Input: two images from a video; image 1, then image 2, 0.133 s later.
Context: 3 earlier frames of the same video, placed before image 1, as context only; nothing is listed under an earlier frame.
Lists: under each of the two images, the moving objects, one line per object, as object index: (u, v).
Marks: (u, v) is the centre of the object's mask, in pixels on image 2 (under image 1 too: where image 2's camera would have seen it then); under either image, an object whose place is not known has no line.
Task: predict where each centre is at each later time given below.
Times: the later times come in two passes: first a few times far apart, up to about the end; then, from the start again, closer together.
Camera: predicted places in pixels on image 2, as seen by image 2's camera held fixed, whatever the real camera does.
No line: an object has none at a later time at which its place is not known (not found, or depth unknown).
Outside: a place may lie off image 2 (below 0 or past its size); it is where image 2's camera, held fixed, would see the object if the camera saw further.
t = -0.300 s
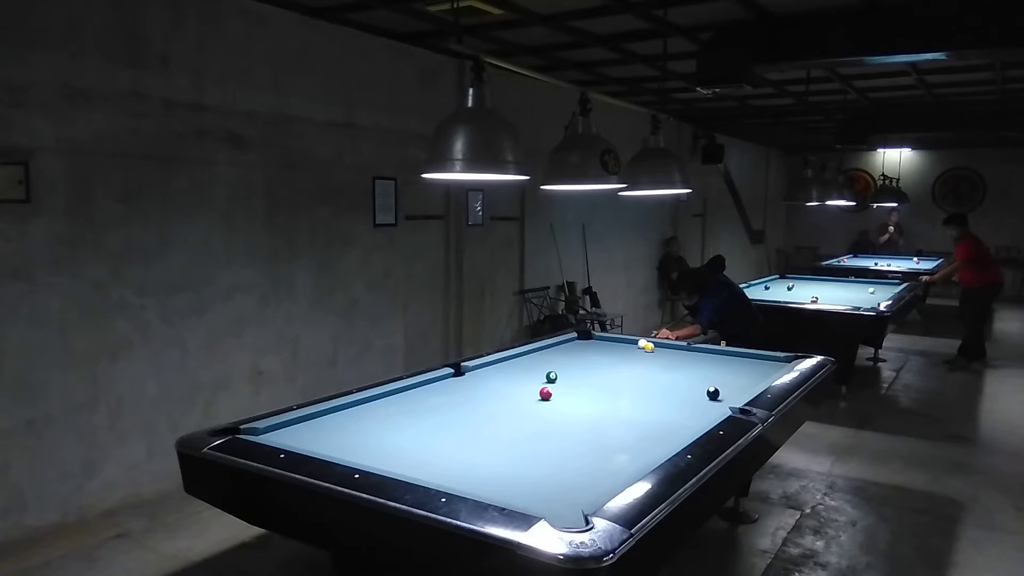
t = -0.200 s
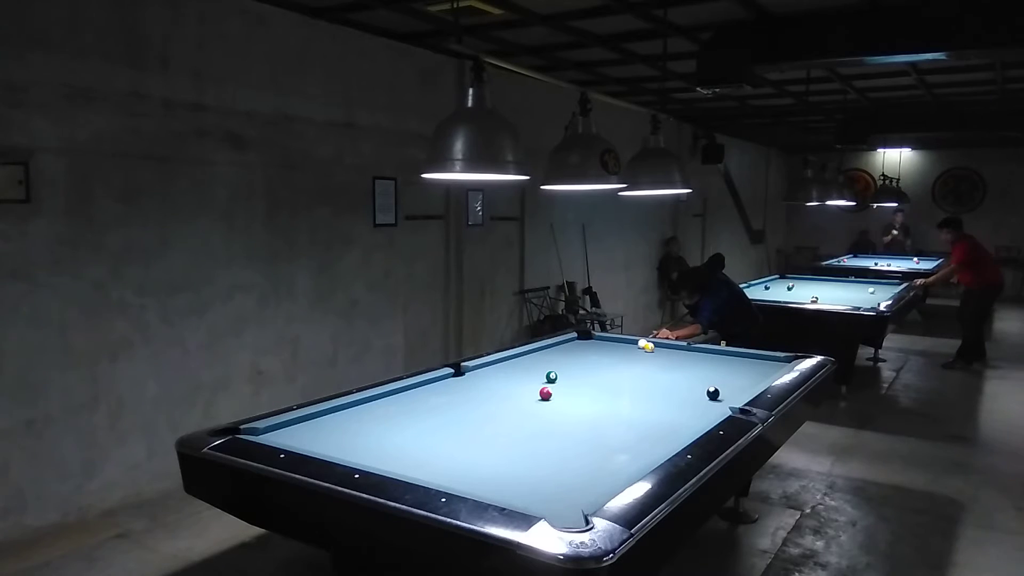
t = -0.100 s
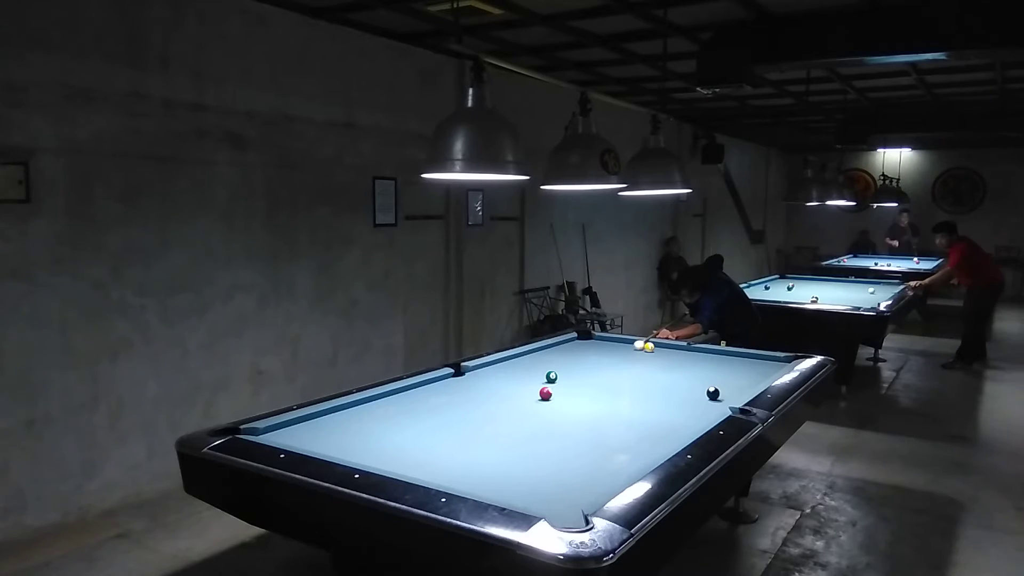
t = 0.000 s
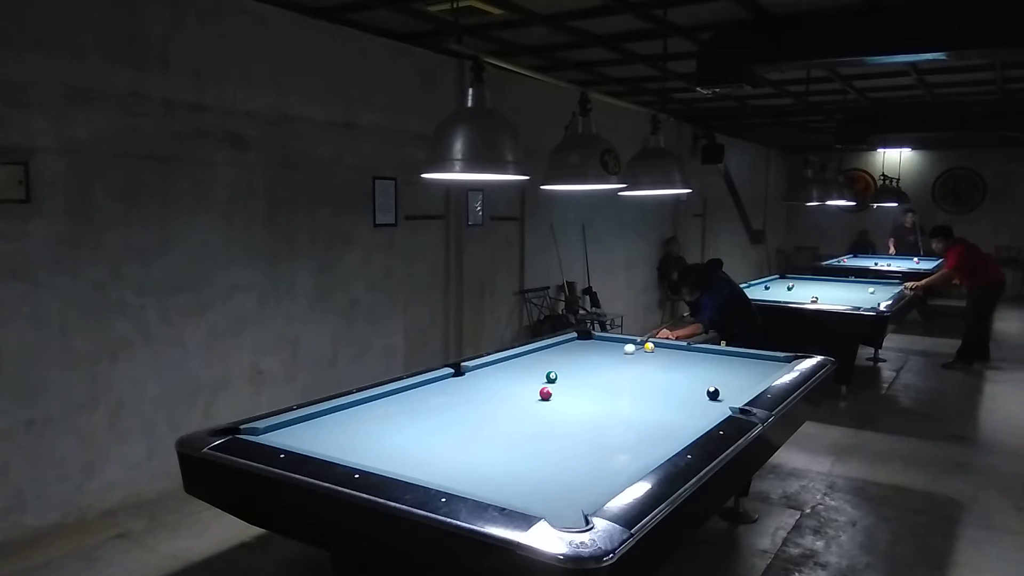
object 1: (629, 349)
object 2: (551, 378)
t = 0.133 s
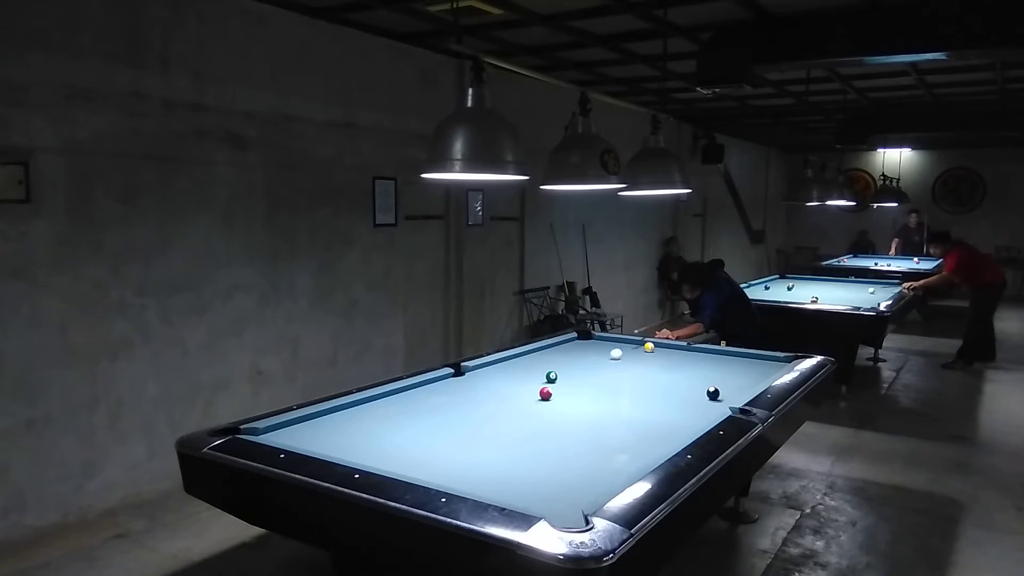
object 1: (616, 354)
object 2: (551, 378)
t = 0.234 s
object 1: (605, 358)
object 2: (551, 378)
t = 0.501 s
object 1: (574, 370)
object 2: (551, 377)
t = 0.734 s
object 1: (566, 379)
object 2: (529, 380)
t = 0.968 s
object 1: (571, 387)
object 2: (496, 385)
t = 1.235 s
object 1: (577, 397)
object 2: (457, 390)
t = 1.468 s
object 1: (583, 406)
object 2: (422, 395)
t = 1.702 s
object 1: (589, 415)
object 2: (386, 401)
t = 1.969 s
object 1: (596, 427)
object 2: (353, 406)
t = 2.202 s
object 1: (603, 438)
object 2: (341, 413)
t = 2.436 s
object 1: (611, 449)
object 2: (329, 420)
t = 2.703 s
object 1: (620, 463)
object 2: (316, 427)
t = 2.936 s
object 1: (619, 471)
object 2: (304, 434)
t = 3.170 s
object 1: (603, 475)
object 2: (293, 439)
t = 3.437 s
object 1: (584, 478)
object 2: (296, 441)
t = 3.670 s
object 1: (569, 481)
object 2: (308, 441)
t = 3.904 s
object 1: (555, 483)
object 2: (318, 440)
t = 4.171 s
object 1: (541, 485)
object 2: (329, 438)
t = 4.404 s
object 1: (530, 487)
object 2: (338, 436)
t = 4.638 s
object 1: (521, 488)
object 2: (344, 434)
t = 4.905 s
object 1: (512, 490)
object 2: (350, 433)
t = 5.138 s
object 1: (505, 491)
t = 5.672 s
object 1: (496, 494)
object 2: (356, 433)
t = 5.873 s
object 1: (495, 494)
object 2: (357, 433)
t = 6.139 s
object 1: (495, 493)
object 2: (356, 433)
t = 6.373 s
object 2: (357, 432)
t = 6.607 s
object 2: (357, 432)
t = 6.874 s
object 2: (357, 432)
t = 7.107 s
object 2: (357, 432)
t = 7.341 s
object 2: (357, 432)
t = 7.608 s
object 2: (357, 432)
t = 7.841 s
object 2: (357, 432)
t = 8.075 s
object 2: (357, 432)
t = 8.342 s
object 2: (357, 432)
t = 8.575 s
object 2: (357, 432)
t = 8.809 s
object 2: (357, 432)
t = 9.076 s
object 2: (357, 432)
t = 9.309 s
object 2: (357, 432)
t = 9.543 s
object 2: (357, 432)
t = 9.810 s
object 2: (357, 432)
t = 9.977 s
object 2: (357, 432)
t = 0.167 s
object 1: (612, 355)
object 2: (551, 378)
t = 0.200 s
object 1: (609, 357)
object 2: (551, 378)
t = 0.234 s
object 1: (605, 358)
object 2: (551, 378)
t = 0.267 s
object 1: (602, 359)
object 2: (551, 378)
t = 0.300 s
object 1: (598, 361)
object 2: (551, 378)
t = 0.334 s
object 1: (594, 362)
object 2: (551, 378)
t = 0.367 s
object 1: (591, 364)
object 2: (551, 378)
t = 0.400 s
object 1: (587, 365)
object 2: (551, 378)
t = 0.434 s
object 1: (583, 367)
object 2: (551, 378)
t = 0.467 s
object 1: (578, 368)
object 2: (551, 378)
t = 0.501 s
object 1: (574, 370)
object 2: (551, 377)
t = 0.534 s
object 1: (570, 372)
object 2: (551, 378)
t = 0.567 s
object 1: (566, 374)
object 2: (551, 377)
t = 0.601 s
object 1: (563, 375)
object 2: (550, 378)
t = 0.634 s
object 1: (563, 376)
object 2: (544, 378)
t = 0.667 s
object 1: (565, 377)
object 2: (539, 379)
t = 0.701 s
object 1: (565, 378)
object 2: (533, 380)
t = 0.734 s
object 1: (566, 379)
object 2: (529, 380)
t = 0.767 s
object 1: (567, 380)
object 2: (524, 381)
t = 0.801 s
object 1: (568, 382)
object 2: (519, 382)
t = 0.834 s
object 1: (568, 383)
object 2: (515, 382)
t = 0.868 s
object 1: (569, 384)
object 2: (510, 383)
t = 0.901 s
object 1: (570, 385)
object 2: (506, 384)
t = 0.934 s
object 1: (570, 386)
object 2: (500, 385)
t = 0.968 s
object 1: (571, 387)
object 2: (496, 385)
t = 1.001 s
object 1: (572, 388)
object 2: (491, 386)
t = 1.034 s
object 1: (572, 389)
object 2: (486, 386)
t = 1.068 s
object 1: (573, 391)
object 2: (481, 387)
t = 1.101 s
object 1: (574, 392)
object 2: (477, 388)
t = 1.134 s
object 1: (575, 393)
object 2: (472, 388)
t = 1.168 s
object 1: (575, 394)
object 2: (467, 389)
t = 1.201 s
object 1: (576, 396)
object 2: (462, 390)
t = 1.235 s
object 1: (577, 397)
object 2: (457, 390)
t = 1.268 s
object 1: (578, 398)
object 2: (452, 391)
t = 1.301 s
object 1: (579, 399)
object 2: (447, 391)
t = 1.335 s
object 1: (580, 400)
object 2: (443, 392)
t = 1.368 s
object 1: (580, 402)
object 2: (437, 393)
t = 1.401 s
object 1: (581, 403)
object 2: (432, 394)
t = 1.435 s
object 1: (582, 404)
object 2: (427, 394)
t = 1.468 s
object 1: (583, 406)
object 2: (422, 395)
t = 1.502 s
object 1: (584, 408)
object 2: (417, 396)
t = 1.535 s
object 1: (584, 408)
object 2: (412, 397)
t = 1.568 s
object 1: (586, 410)
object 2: (407, 398)
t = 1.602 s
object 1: (586, 411)
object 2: (402, 398)
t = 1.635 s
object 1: (587, 412)
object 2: (397, 399)
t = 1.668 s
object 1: (588, 414)
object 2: (391, 401)
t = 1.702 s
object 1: (589, 415)
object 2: (386, 401)
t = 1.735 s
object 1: (590, 417)
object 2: (382, 401)
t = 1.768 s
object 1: (591, 418)
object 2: (376, 402)
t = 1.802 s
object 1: (592, 420)
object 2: (370, 403)
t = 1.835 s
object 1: (592, 421)
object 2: (366, 403)
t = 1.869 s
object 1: (593, 422)
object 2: (360, 404)
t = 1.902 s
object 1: (594, 424)
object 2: (356, 405)
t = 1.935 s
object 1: (595, 426)
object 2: (355, 406)
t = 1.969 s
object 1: (596, 427)
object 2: (353, 406)
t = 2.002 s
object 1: (597, 429)
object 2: (352, 407)
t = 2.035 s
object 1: (598, 430)
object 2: (350, 409)
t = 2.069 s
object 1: (599, 431)
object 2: (348, 409)
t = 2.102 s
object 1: (600, 433)
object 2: (346, 410)
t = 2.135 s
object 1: (601, 435)
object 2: (345, 411)
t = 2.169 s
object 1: (602, 436)
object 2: (343, 412)
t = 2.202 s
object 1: (603, 438)
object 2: (341, 413)
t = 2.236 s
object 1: (604, 439)
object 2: (340, 415)
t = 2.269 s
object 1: (605, 441)
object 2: (338, 416)
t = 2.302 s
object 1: (606, 443)
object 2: (337, 417)
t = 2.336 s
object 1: (607, 444)
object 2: (335, 418)
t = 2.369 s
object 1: (609, 446)
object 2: (333, 419)
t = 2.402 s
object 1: (610, 448)
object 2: (331, 419)
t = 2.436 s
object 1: (611, 449)
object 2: (329, 420)
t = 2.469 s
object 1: (612, 451)
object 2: (328, 421)
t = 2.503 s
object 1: (613, 453)
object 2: (326, 421)
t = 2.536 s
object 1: (614, 454)
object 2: (324, 423)
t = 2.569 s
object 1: (615, 456)
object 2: (323, 424)
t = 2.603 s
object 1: (616, 458)
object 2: (321, 424)
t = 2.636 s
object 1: (617, 460)
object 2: (319, 425)
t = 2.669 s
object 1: (619, 461)
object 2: (318, 426)
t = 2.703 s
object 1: (620, 463)
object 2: (316, 427)
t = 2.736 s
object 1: (621, 465)
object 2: (314, 428)
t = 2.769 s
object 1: (622, 467)
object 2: (312, 429)
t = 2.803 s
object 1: (623, 468)
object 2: (311, 430)
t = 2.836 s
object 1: (624, 469)
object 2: (309, 432)
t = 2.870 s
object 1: (624, 470)
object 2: (307, 432)
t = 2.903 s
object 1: (621, 471)
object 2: (306, 433)
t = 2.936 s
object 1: (619, 471)
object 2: (304, 434)
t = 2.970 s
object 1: (617, 472)
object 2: (303, 435)
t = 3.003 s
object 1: (614, 473)
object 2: (301, 436)
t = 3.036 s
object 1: (612, 474)
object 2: (299, 437)
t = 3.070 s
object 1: (610, 474)
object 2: (298, 438)
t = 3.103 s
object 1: (607, 475)
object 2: (296, 438)
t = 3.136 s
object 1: (605, 475)
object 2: (295, 439)
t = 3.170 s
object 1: (603, 475)
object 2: (293, 439)
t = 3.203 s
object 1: (600, 476)
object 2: (292, 439)
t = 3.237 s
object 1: (598, 476)
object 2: (290, 440)
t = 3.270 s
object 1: (595, 476)
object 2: (288, 440)
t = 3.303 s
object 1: (593, 477)
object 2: (288, 440)
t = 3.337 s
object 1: (591, 477)
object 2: (290, 440)
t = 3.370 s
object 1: (589, 477)
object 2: (292, 441)
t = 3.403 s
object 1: (586, 478)
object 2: (294, 441)
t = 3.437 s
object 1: (584, 478)
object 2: (296, 441)
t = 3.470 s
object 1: (582, 478)
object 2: (297, 441)
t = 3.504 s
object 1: (580, 479)
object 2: (299, 441)
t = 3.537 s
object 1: (578, 479)
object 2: (301, 441)
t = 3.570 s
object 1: (575, 480)
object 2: (303, 441)
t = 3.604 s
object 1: (573, 480)
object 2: (305, 441)
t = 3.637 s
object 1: (571, 480)
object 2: (306, 441)
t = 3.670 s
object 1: (569, 481)
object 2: (308, 441)
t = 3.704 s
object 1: (567, 481)
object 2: (309, 441)
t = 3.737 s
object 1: (565, 481)
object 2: (311, 440)
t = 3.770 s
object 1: (563, 481)
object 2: (312, 440)
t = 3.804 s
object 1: (561, 482)
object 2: (314, 440)
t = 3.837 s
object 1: (559, 482)
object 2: (315, 440)
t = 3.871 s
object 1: (557, 482)
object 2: (316, 440)
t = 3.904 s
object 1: (555, 483)
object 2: (318, 440)
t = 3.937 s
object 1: (554, 483)
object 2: (319, 439)
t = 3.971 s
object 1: (552, 483)
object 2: (321, 439)
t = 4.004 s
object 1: (550, 483)
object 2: (322, 439)
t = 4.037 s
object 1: (548, 484)
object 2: (323, 439)
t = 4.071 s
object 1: (546, 484)
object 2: (325, 438)
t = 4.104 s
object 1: (544, 484)
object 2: (327, 438)
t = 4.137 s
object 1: (543, 485)
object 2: (328, 438)
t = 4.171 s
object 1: (541, 485)
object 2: (329, 438)
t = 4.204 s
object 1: (540, 485)
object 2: (331, 437)
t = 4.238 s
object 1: (538, 485)
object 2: (332, 437)
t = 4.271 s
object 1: (536, 486)
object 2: (333, 437)
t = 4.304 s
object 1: (535, 486)
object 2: (334, 436)
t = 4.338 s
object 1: (533, 486)
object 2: (336, 436)
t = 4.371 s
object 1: (532, 487)
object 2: (337, 436)
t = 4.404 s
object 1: (530, 487)
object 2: (338, 436)
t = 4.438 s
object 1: (529, 487)
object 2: (339, 436)
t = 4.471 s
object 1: (528, 487)
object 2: (340, 435)
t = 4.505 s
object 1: (526, 487)
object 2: (341, 435)
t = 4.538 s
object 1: (525, 487)
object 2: (342, 435)
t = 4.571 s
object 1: (524, 488)
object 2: (343, 435)
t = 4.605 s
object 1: (522, 488)
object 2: (343, 435)
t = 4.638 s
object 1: (521, 488)
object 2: (344, 434)
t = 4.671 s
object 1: (520, 488)
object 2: (345, 434)
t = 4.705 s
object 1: (518, 489)
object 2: (346, 434)
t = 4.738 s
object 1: (517, 489)
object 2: (347, 434)
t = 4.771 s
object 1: (516, 489)
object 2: (347, 434)
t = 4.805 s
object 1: (515, 489)
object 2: (348, 434)
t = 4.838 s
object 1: (514, 490)
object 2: (349, 434)
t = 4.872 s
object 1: (513, 490)
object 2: (349, 433)
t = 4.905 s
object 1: (512, 490)
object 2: (350, 433)
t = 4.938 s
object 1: (511, 490)
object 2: (351, 433)
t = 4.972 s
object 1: (510, 490)
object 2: (351, 433)
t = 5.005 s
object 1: (509, 490)
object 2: (352, 433)
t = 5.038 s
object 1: (508, 490)
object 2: (352, 433)
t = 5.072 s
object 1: (507, 490)
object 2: (352, 433)
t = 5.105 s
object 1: (506, 491)
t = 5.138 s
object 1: (505, 491)
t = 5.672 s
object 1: (496, 494)
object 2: (356, 433)
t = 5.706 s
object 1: (496, 494)
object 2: (356, 433)
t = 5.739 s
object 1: (495, 494)
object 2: (357, 433)
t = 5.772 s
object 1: (495, 494)
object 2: (357, 433)
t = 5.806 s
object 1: (495, 494)
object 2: (356, 433)
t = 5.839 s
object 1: (495, 494)
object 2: (357, 433)
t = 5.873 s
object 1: (495, 494)
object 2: (357, 433)
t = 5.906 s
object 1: (495, 494)
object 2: (357, 433)
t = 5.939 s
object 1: (495, 494)
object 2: (357, 433)
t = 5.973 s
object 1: (495, 494)
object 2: (357, 433)
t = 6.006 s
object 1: (495, 493)
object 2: (357, 433)
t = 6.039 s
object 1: (495, 493)
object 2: (357, 433)
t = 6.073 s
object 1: (495, 493)
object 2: (357, 433)
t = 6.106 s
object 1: (494, 493)
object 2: (357, 433)
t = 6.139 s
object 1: (495, 493)
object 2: (356, 433)
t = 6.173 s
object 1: (494, 491)
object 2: (357, 433)
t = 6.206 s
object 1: (495, 491)
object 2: (356, 433)
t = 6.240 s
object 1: (495, 491)
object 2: (357, 433)
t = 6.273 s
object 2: (357, 433)
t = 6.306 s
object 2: (357, 433)
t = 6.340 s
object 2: (357, 433)
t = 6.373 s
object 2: (357, 432)
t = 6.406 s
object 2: (357, 432)
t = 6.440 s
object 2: (357, 432)
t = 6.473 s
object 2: (357, 432)
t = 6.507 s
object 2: (357, 432)
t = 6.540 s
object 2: (357, 432)
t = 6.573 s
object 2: (357, 432)
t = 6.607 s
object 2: (357, 432)
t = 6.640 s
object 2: (356, 432)
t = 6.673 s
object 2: (357, 432)
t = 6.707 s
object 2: (357, 432)
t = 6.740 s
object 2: (357, 432)
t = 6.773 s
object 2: (357, 432)
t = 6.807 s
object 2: (357, 432)
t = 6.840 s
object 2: (357, 432)
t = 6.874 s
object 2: (357, 432)
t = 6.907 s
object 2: (357, 432)
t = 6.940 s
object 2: (357, 432)
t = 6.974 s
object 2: (357, 432)
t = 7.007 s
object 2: (357, 432)
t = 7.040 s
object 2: (357, 432)
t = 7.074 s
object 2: (357, 432)
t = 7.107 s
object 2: (357, 432)
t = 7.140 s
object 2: (357, 432)
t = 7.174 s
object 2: (357, 432)
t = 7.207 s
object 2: (357, 432)
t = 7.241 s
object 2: (357, 432)
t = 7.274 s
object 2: (357, 432)
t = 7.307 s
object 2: (357, 432)
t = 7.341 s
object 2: (357, 432)
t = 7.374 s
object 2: (357, 432)
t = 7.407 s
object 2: (357, 432)
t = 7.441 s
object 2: (357, 432)
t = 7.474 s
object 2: (357, 432)
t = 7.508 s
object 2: (357, 432)
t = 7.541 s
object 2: (357, 432)
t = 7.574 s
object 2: (357, 432)
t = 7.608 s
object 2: (357, 432)
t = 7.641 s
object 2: (357, 432)
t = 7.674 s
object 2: (357, 432)
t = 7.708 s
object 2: (357, 432)
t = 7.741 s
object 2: (357, 432)
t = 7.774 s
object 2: (357, 432)
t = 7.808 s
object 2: (357, 432)
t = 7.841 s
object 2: (357, 432)
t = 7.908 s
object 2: (357, 432)
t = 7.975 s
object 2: (357, 432)
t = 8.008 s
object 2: (357, 432)
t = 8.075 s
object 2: (357, 432)
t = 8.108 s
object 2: (357, 432)
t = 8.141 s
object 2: (357, 432)
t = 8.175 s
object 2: (357, 432)
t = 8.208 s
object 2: (357, 432)
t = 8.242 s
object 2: (357, 432)
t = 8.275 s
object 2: (357, 432)
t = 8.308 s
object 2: (357, 432)
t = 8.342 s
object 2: (357, 432)
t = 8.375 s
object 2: (357, 432)
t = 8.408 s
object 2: (357, 432)
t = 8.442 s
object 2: (357, 432)
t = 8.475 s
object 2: (357, 432)
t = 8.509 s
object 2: (357, 432)
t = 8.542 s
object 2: (357, 432)
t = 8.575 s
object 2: (357, 432)
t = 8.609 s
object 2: (357, 432)
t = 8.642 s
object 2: (357, 432)
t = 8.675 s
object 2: (357, 432)
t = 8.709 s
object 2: (357, 432)
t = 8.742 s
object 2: (357, 432)
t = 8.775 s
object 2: (357, 432)
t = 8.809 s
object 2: (357, 432)
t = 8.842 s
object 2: (357, 432)
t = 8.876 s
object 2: (357, 432)
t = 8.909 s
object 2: (357, 432)
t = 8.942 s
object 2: (357, 432)
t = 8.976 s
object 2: (357, 432)
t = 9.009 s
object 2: (357, 432)
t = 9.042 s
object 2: (357, 432)
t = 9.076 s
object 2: (357, 432)
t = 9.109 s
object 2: (357, 432)
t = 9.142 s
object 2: (357, 432)
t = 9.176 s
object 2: (357, 432)
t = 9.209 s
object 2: (357, 432)
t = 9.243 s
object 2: (357, 432)
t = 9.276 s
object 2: (357, 432)
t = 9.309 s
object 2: (357, 432)
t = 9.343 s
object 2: (357, 432)
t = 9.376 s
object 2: (357, 432)
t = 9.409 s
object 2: (357, 432)
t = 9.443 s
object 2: (357, 432)
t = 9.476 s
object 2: (357, 432)
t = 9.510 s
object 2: (357, 432)
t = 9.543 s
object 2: (357, 432)
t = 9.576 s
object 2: (357, 432)
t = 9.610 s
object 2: (357, 432)
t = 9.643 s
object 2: (357, 432)
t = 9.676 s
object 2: (357, 432)
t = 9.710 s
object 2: (357, 432)
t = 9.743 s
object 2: (357, 432)
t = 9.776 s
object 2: (357, 432)
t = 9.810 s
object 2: (357, 432)
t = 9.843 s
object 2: (357, 432)
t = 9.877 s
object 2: (357, 432)
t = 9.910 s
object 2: (357, 432)
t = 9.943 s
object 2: (357, 432)
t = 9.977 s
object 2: (357, 432)
